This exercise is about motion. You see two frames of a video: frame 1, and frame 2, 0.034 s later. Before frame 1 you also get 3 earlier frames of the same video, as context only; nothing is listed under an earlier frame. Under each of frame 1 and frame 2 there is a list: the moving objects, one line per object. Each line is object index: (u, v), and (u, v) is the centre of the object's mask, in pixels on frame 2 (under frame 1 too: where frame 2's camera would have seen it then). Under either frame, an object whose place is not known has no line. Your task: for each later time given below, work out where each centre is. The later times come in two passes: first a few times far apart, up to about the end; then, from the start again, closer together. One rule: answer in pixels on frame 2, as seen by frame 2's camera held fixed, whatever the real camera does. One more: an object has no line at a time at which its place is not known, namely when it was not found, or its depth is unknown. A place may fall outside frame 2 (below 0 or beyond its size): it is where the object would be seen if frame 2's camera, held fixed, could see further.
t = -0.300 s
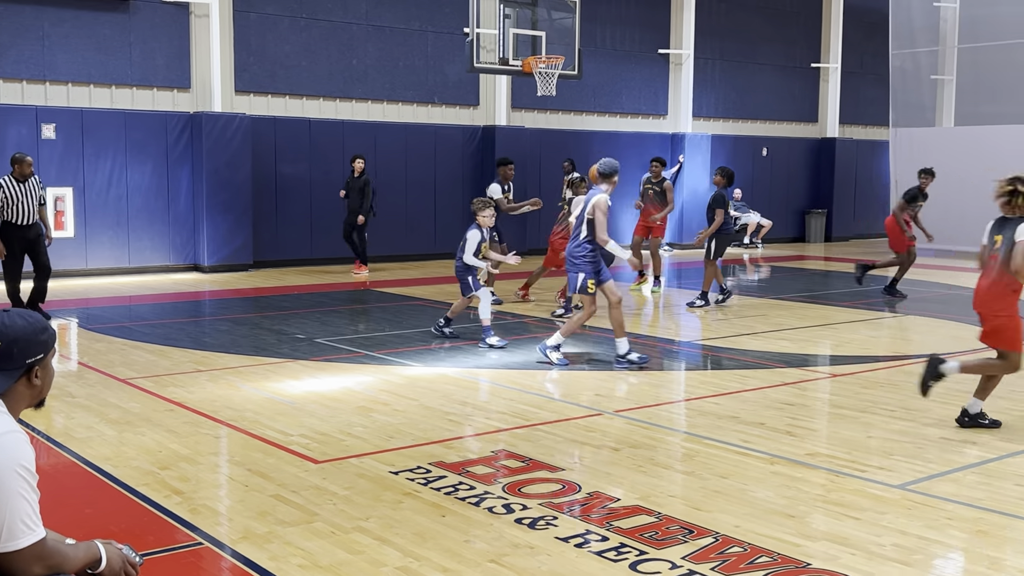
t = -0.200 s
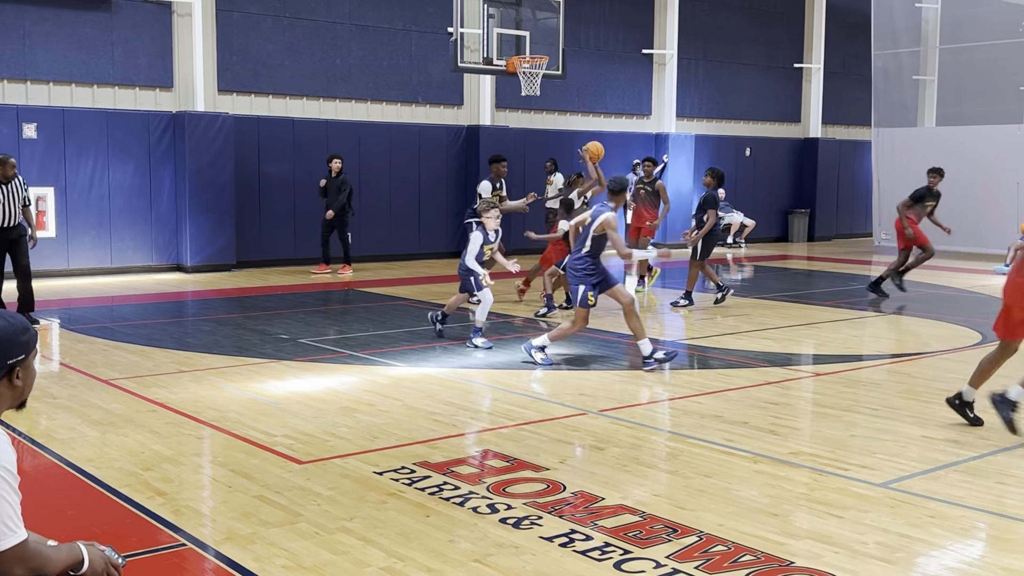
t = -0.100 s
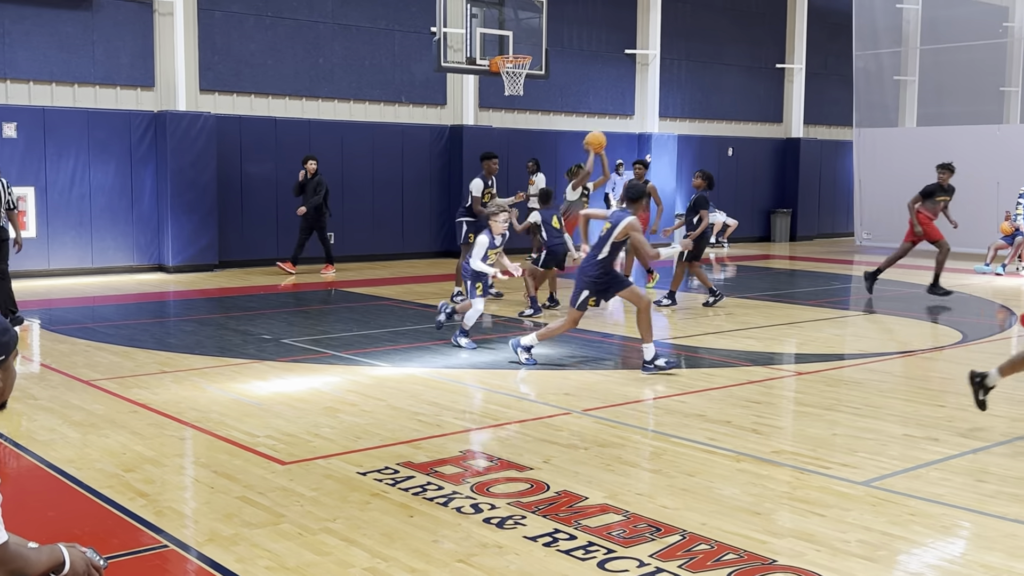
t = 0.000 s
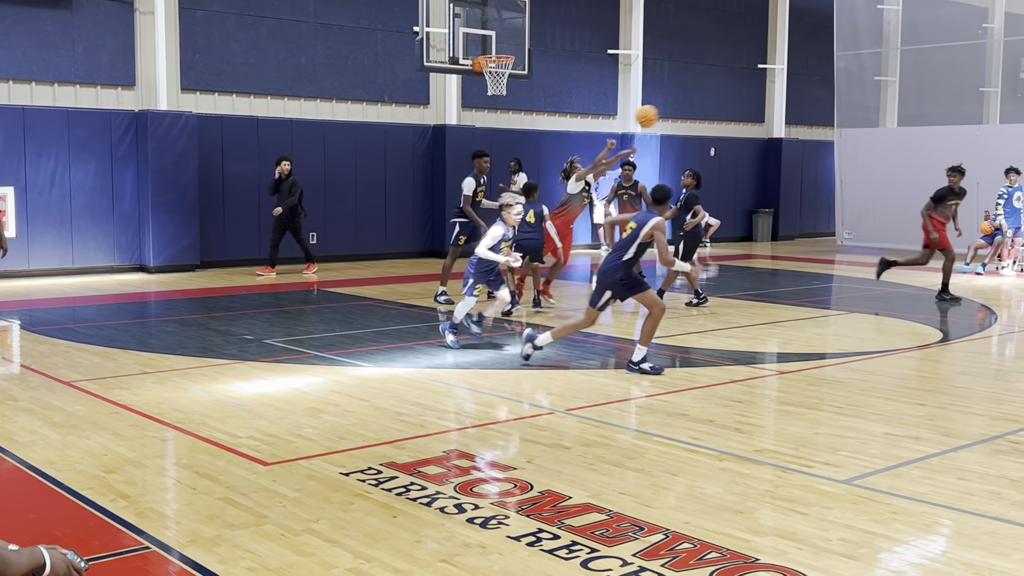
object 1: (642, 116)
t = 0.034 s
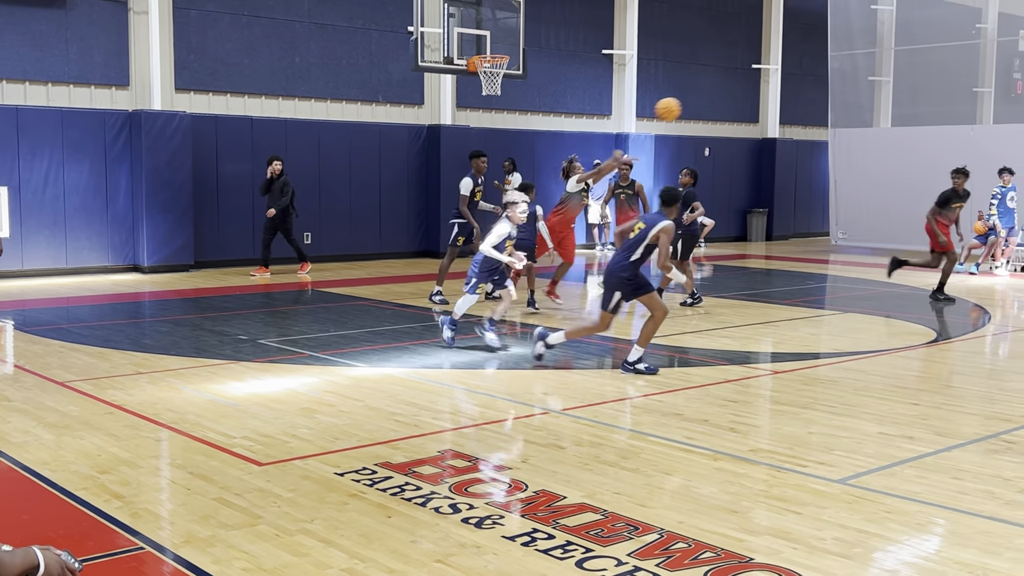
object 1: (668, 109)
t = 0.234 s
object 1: (860, 84)
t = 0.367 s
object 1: (1021, 89)
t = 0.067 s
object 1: (696, 103)
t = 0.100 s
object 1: (726, 97)
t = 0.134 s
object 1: (756, 93)
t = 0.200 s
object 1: (824, 86)
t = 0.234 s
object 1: (860, 84)
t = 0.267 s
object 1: (898, 83)
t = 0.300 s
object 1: (937, 84)
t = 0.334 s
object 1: (977, 86)
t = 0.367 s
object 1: (1021, 89)
